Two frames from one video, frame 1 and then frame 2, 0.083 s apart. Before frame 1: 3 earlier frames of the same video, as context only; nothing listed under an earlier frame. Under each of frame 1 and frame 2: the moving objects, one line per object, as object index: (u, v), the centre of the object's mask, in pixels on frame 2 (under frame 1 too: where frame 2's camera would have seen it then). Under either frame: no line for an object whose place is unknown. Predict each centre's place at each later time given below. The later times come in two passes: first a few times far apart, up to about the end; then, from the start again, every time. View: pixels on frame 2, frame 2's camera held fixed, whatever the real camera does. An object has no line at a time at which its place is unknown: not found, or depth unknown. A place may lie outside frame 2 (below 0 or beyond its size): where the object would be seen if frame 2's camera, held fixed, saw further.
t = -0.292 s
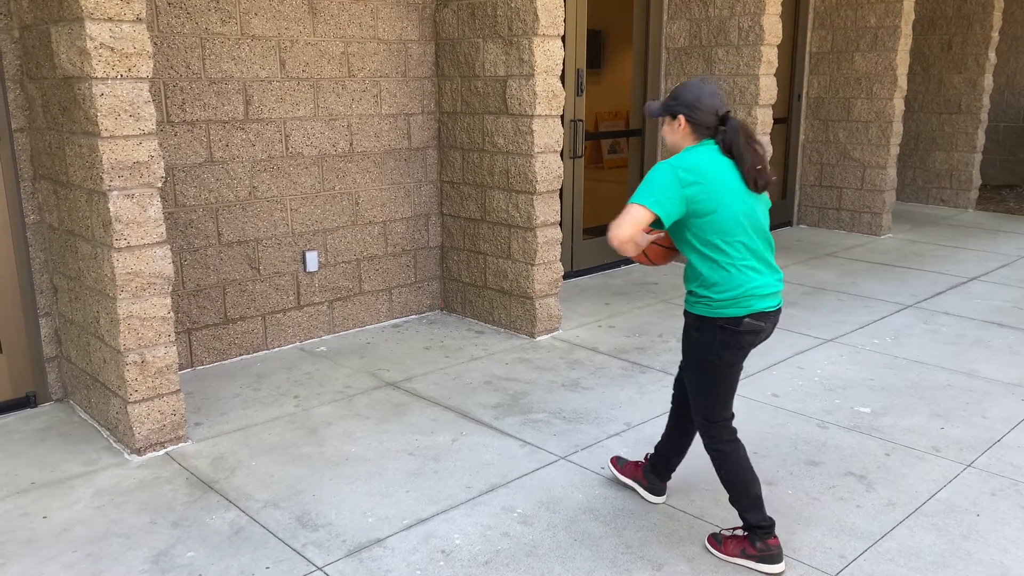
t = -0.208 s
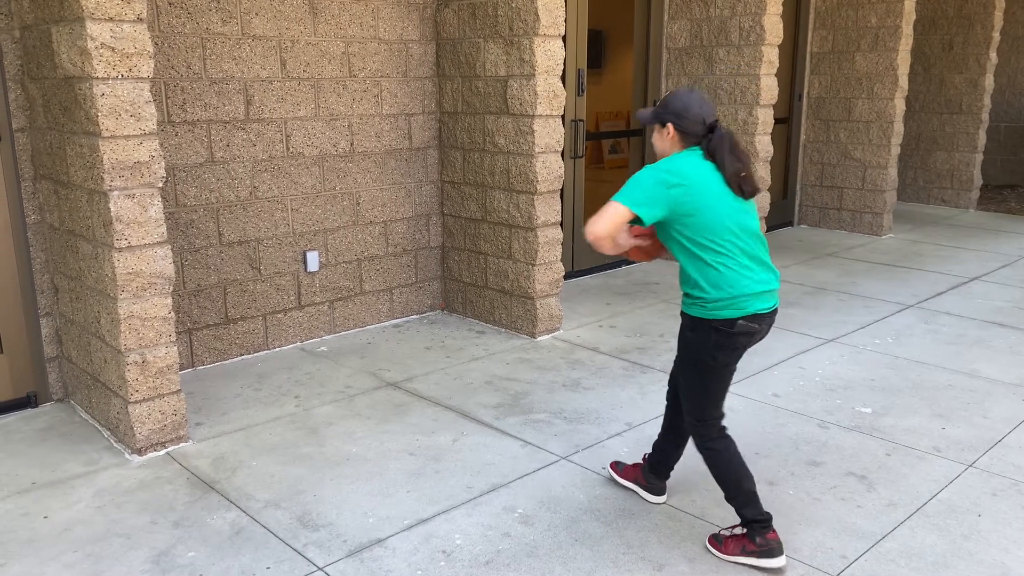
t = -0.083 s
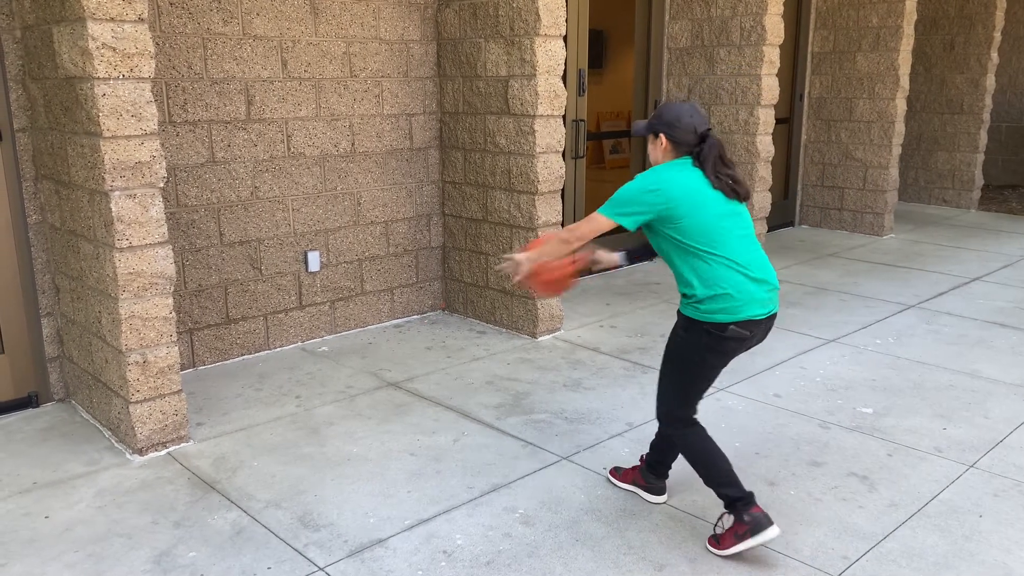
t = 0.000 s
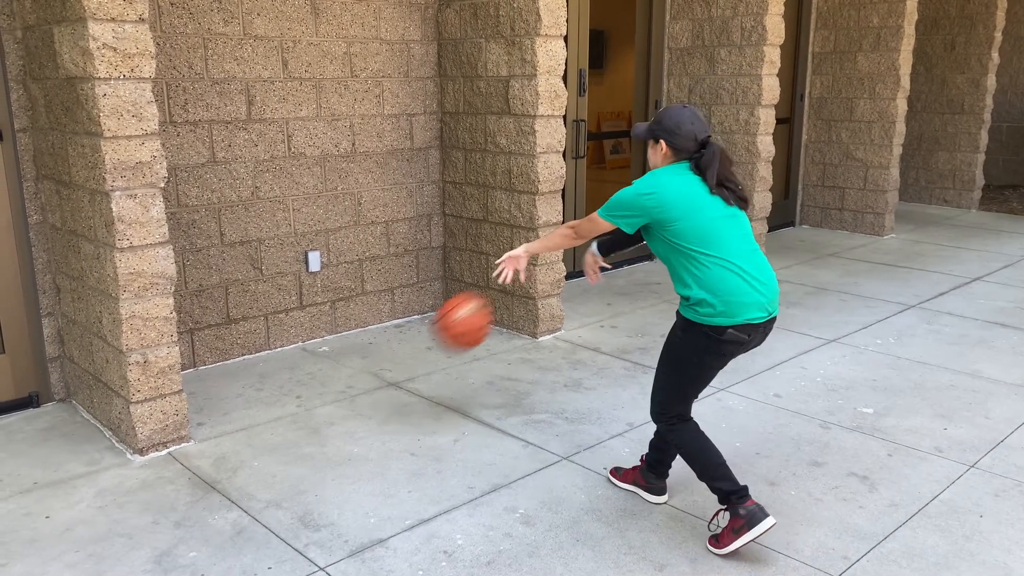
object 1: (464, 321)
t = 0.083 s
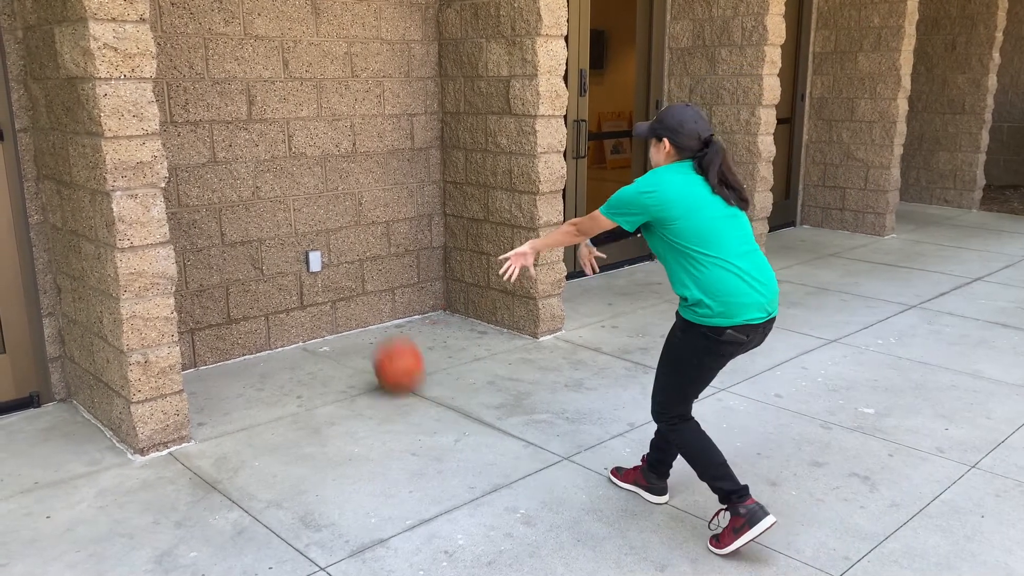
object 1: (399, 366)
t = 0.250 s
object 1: (330, 222)
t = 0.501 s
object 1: (346, 125)
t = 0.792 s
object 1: (476, 169)
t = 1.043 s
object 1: (620, 393)
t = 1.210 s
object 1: (679, 376)
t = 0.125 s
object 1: (381, 323)
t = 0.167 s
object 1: (364, 285)
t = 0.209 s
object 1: (346, 252)
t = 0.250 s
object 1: (330, 222)
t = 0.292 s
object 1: (315, 199)
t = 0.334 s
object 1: (298, 177)
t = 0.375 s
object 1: (303, 159)
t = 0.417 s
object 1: (315, 144)
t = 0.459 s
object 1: (330, 133)
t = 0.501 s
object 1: (346, 125)
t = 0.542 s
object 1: (362, 119)
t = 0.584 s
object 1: (378, 118)
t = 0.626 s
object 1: (396, 120)
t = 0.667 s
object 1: (415, 126)
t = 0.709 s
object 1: (434, 136)
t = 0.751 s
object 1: (455, 151)
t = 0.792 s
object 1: (476, 169)
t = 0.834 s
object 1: (498, 194)
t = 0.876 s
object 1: (520, 223)
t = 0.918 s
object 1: (544, 257)
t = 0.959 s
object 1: (570, 297)
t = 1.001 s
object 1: (595, 341)
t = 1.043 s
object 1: (620, 393)
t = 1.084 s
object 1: (649, 455)
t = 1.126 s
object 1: (663, 447)
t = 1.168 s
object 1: (670, 410)
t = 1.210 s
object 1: (679, 376)
